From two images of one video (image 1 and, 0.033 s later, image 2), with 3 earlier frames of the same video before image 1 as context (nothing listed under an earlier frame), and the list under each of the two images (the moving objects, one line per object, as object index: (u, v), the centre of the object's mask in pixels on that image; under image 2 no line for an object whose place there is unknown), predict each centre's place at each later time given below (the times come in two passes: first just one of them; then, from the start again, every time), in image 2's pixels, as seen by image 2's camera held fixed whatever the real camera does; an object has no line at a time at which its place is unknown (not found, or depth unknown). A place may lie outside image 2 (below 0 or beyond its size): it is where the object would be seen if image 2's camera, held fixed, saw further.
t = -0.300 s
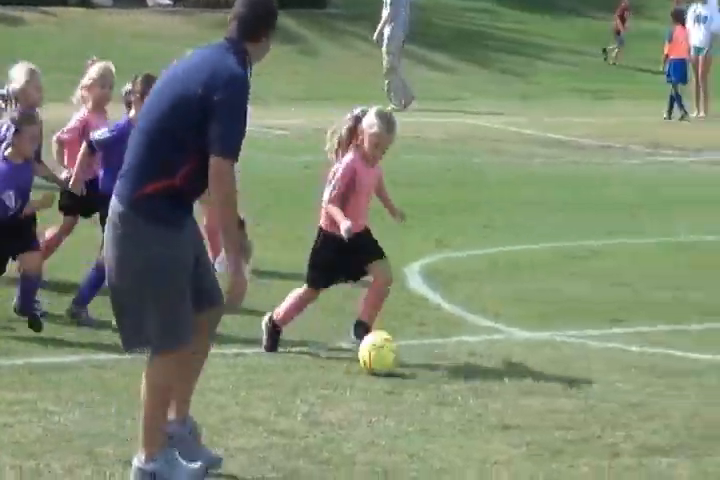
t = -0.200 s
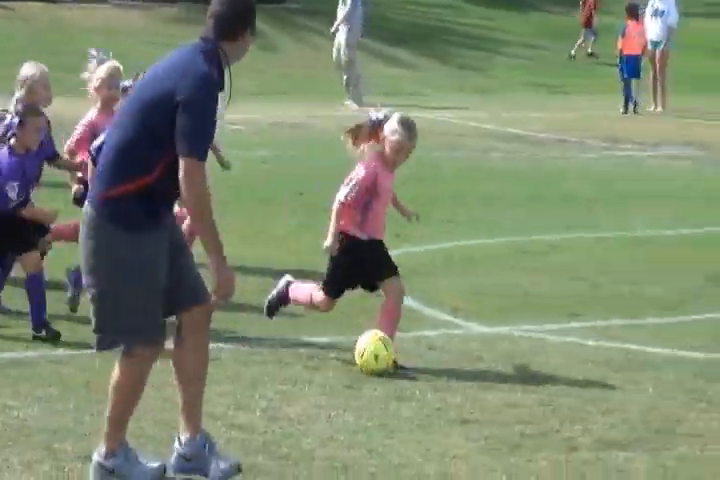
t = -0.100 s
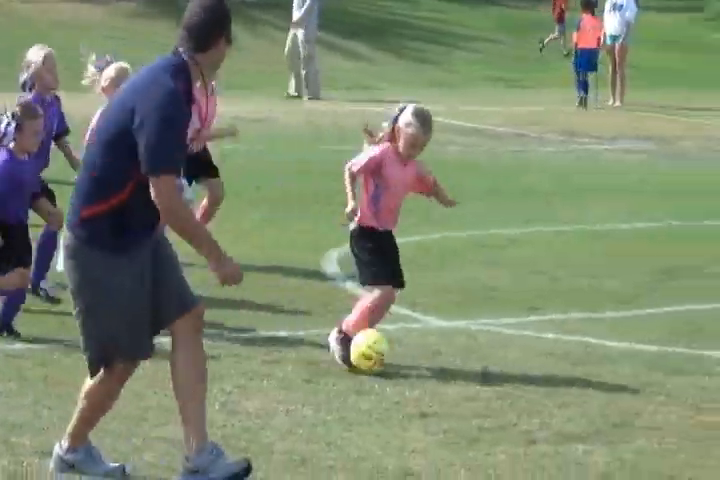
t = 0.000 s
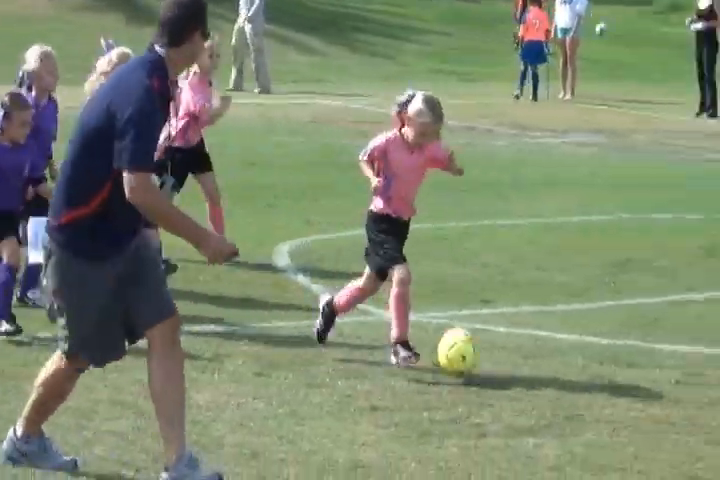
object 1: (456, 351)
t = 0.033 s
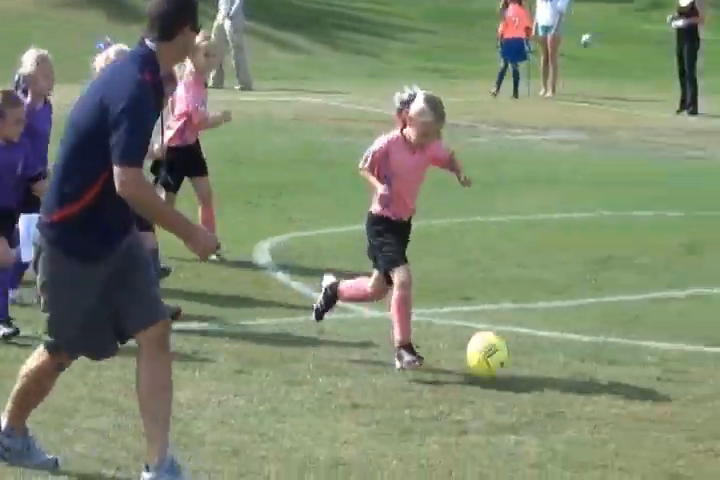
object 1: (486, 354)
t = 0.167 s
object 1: (678, 386)
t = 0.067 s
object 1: (535, 363)
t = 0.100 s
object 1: (584, 375)
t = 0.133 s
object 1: (634, 385)
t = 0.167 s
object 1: (678, 386)
